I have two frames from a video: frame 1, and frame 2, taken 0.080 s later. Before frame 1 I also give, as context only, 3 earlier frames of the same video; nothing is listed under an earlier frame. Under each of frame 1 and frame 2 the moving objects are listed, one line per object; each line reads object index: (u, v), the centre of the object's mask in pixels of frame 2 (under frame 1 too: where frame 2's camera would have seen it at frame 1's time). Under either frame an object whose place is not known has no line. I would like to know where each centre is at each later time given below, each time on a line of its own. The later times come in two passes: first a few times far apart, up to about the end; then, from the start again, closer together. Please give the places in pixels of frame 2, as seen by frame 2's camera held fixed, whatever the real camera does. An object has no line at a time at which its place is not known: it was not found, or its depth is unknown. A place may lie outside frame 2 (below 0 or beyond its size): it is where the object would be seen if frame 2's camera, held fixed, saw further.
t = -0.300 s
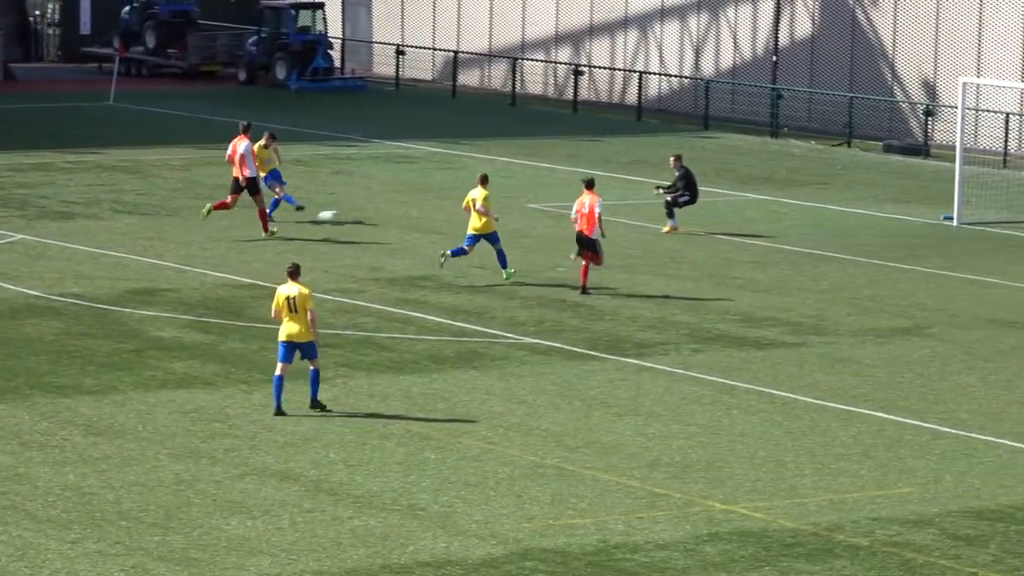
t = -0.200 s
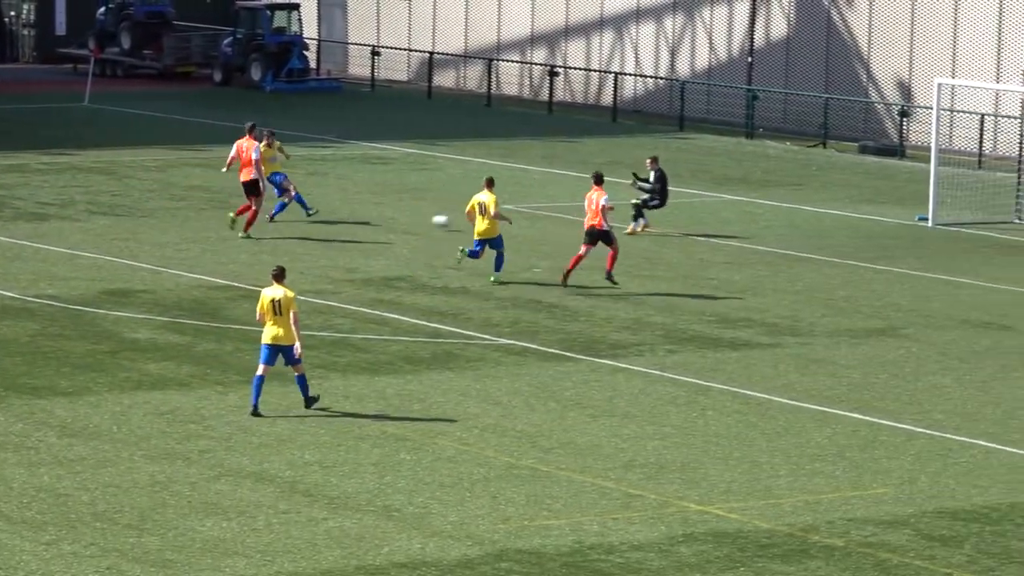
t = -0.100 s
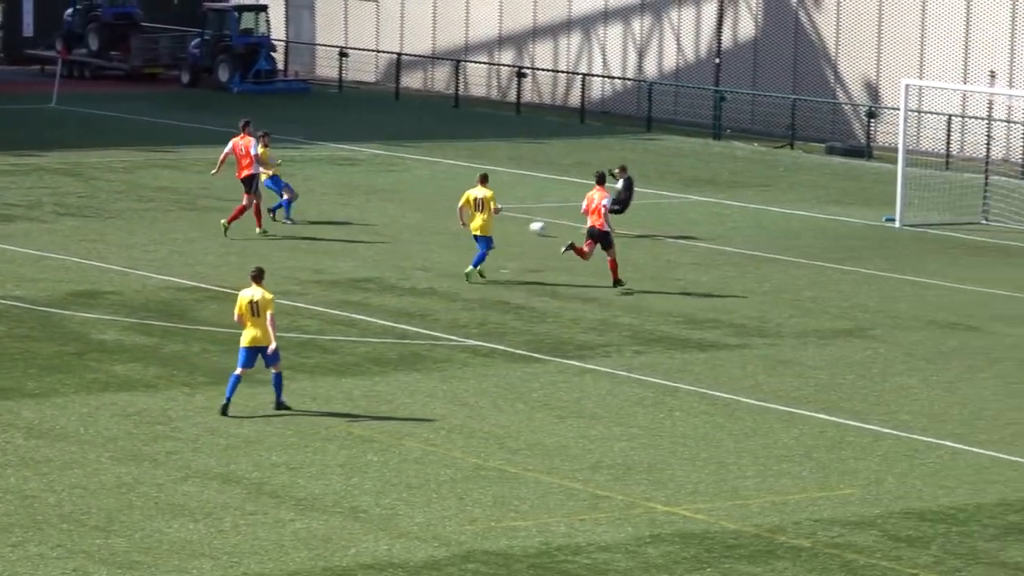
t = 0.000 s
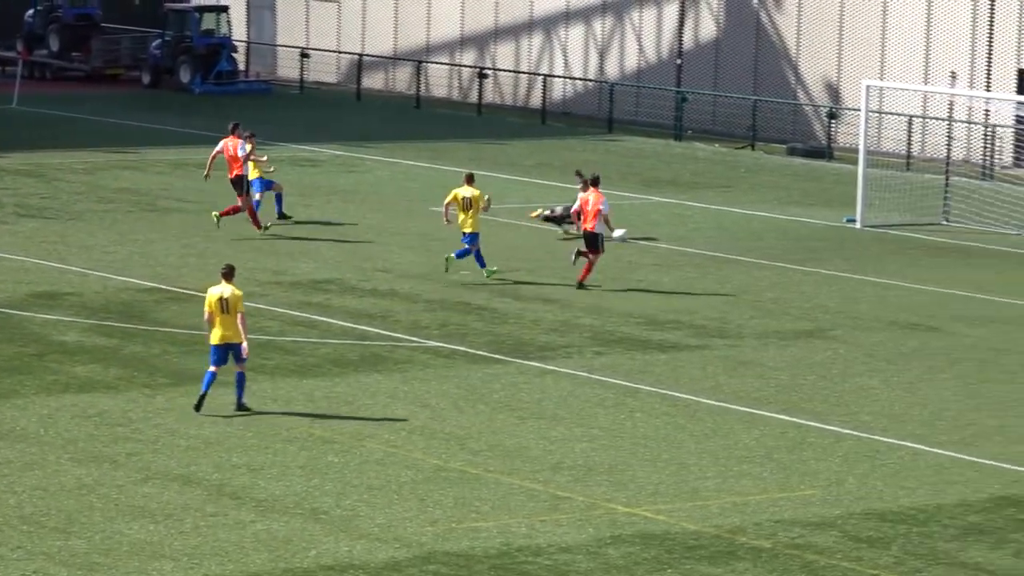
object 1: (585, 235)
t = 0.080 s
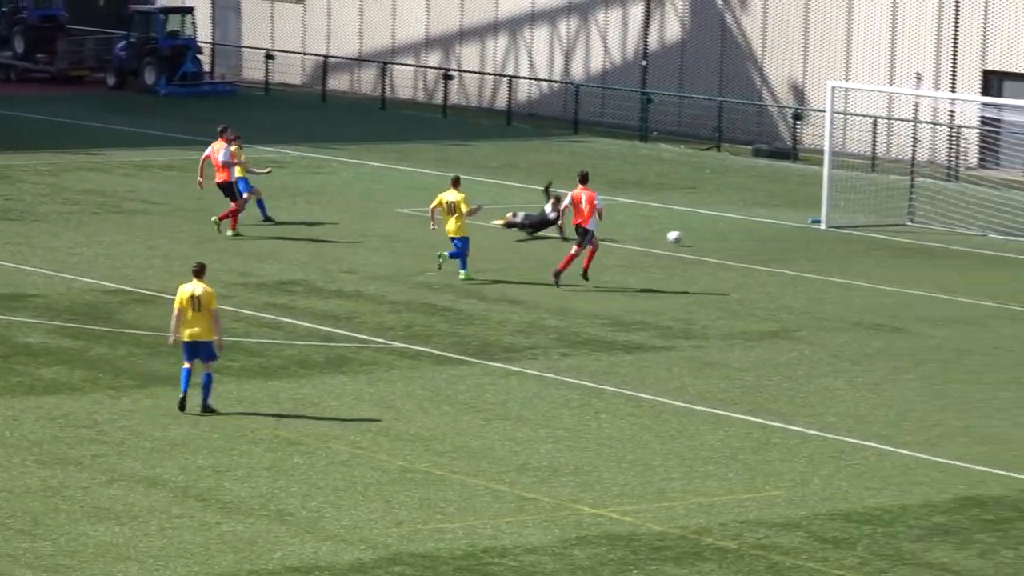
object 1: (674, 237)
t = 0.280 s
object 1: (880, 245)
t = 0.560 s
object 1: (1120, 249)
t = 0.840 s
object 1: (1218, 189)
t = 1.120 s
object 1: (1200, 130)
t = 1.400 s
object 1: (1177, 123)
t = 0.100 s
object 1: (696, 237)
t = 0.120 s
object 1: (718, 240)
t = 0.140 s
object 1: (740, 241)
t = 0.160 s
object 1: (761, 242)
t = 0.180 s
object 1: (781, 242)
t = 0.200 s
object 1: (801, 243)
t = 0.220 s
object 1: (820, 243)
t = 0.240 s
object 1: (841, 244)
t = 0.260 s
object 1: (860, 245)
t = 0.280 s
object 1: (880, 245)
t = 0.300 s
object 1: (899, 246)
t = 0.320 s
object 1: (917, 246)
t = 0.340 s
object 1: (935, 247)
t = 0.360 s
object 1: (953, 247)
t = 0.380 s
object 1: (971, 248)
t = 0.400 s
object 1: (989, 248)
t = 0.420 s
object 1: (1006, 248)
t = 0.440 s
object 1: (1023, 248)
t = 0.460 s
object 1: (1039, 249)
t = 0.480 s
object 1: (1056, 249)
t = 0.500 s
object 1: (1072, 250)
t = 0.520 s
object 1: (1090, 251)
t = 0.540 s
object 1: (1106, 250)
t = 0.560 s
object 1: (1120, 249)
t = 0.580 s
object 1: (1137, 248)
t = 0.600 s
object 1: (1152, 248)
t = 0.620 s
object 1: (1168, 249)
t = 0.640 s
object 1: (1180, 247)
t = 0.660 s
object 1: (1196, 245)
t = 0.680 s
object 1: (1206, 242)
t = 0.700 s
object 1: (1213, 237)
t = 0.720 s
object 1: (1218, 231)
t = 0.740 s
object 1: (1220, 225)
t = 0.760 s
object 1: (1221, 217)
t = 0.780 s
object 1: (1222, 209)
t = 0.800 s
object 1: (1221, 203)
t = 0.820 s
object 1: (1220, 197)
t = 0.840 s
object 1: (1218, 189)
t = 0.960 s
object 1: (1214, 158)
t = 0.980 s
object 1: (1210, 154)
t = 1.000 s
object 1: (1209, 149)
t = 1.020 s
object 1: (1207, 145)
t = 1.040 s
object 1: (1205, 141)
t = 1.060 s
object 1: (1205, 139)
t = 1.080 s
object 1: (1204, 136)
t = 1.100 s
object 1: (1202, 133)
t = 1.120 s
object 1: (1200, 130)
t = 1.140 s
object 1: (1201, 127)
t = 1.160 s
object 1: (1200, 124)
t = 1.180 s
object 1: (1196, 123)
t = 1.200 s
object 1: (1196, 122)
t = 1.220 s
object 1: (1198, 120)
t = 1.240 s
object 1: (1194, 119)
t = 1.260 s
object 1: (1192, 118)
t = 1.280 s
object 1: (1190, 118)
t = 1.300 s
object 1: (1189, 117)
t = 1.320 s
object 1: (1188, 118)
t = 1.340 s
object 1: (1186, 118)
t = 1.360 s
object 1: (1184, 119)
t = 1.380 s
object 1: (1180, 121)
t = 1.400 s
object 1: (1177, 123)
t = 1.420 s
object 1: (1174, 124)
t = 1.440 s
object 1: (1172, 126)
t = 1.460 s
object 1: (1171, 128)
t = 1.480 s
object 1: (1168, 130)
